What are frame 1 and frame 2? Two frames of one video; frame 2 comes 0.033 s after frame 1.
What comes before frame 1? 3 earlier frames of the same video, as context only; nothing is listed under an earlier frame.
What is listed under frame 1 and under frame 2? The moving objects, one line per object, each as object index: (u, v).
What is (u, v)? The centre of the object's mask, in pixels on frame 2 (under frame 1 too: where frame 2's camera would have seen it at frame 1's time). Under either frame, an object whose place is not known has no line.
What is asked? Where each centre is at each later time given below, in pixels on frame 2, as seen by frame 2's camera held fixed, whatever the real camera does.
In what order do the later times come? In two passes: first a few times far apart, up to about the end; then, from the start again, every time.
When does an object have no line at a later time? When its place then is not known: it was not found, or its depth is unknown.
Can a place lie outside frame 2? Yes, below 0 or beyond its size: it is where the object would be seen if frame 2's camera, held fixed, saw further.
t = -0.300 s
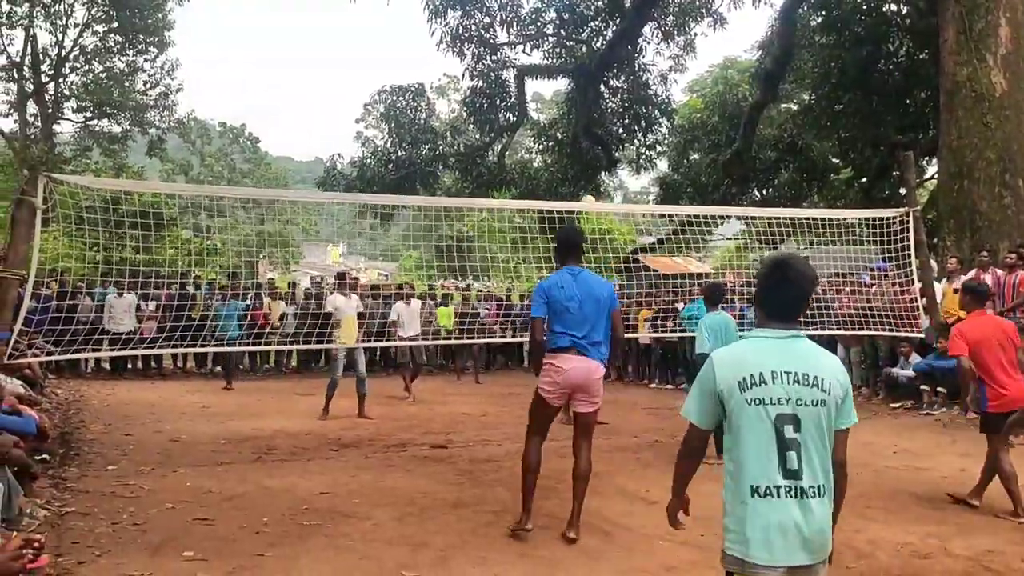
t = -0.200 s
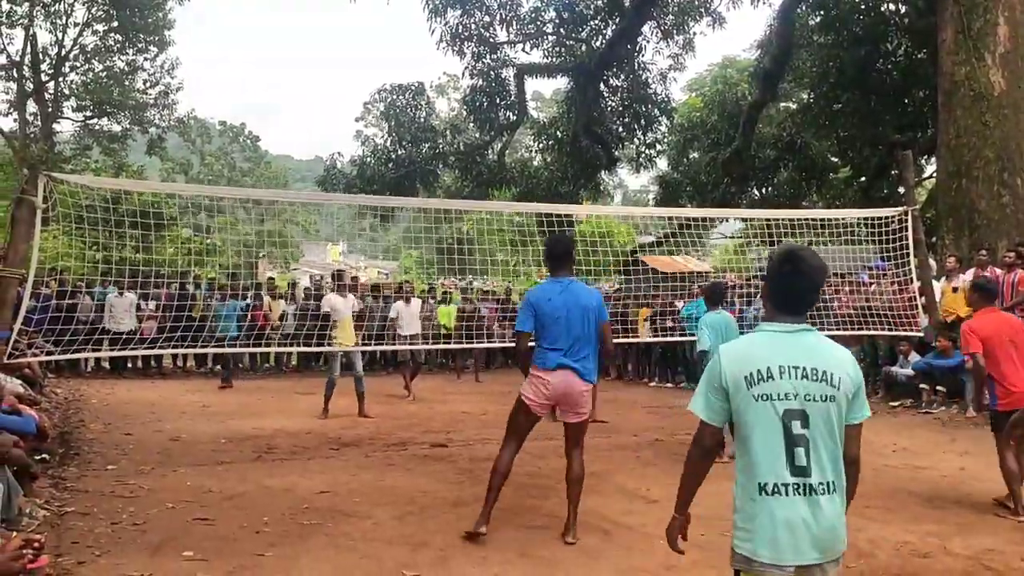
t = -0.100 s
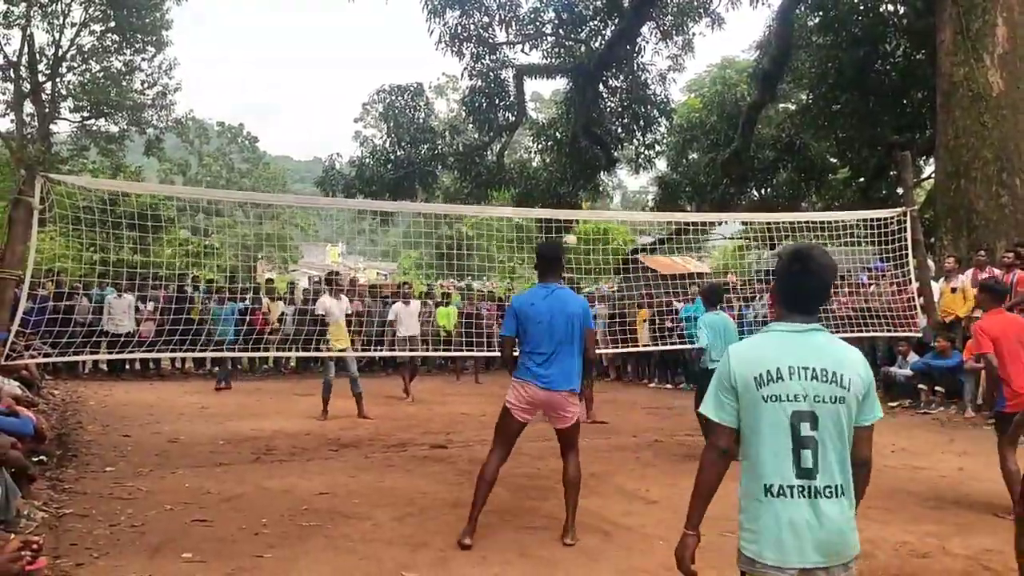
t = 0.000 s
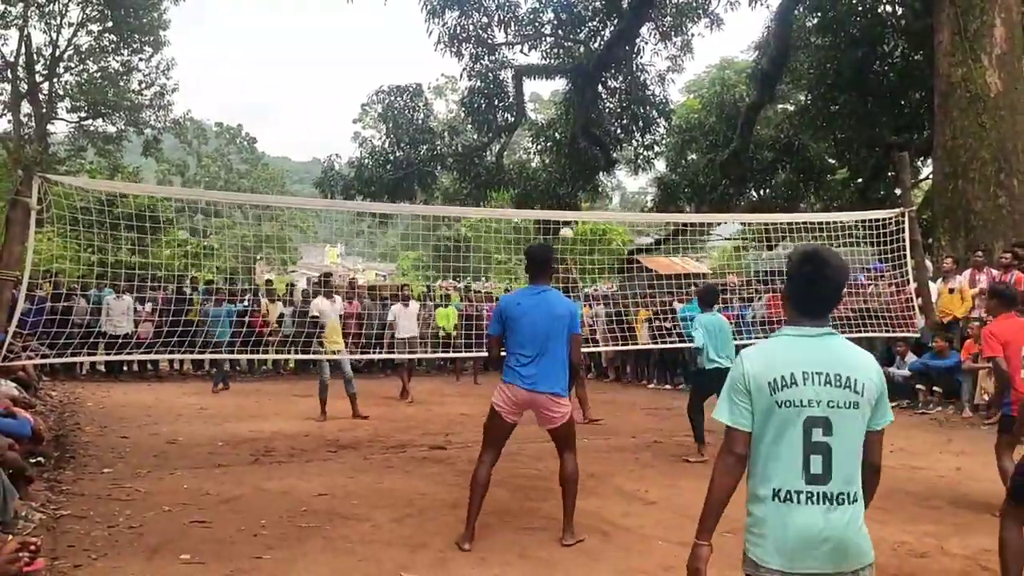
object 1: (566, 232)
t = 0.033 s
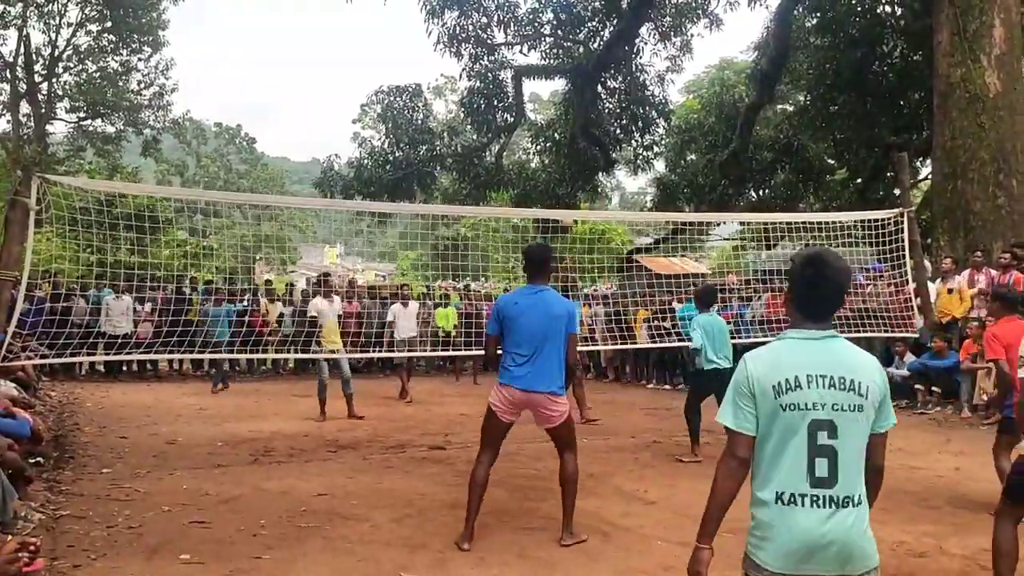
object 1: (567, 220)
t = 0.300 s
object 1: (570, 109)
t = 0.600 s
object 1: (572, 15)
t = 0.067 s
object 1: (566, 203)
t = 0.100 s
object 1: (566, 190)
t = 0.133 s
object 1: (566, 177)
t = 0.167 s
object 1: (567, 163)
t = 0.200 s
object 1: (568, 149)
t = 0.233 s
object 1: (568, 136)
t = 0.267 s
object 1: (569, 122)
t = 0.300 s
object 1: (570, 109)
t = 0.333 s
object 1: (569, 96)
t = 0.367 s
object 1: (570, 84)
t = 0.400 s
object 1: (570, 72)
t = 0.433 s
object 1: (570, 61)
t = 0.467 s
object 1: (571, 50)
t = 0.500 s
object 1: (571, 40)
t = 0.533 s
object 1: (571, 30)
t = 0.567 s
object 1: (572, 22)
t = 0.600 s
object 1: (572, 15)
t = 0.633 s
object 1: (572, 6)
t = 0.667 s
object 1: (573, 2)
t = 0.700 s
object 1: (574, 0)
